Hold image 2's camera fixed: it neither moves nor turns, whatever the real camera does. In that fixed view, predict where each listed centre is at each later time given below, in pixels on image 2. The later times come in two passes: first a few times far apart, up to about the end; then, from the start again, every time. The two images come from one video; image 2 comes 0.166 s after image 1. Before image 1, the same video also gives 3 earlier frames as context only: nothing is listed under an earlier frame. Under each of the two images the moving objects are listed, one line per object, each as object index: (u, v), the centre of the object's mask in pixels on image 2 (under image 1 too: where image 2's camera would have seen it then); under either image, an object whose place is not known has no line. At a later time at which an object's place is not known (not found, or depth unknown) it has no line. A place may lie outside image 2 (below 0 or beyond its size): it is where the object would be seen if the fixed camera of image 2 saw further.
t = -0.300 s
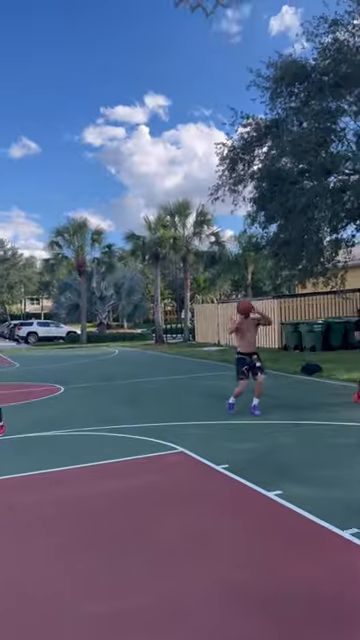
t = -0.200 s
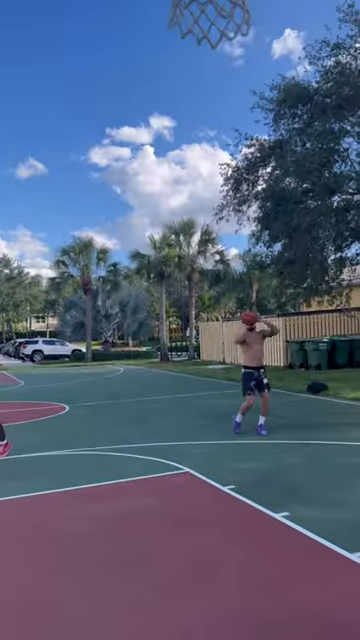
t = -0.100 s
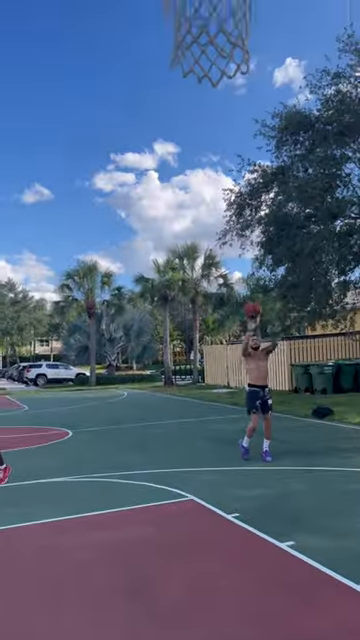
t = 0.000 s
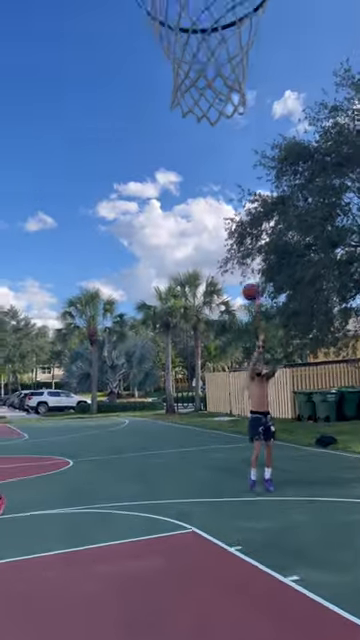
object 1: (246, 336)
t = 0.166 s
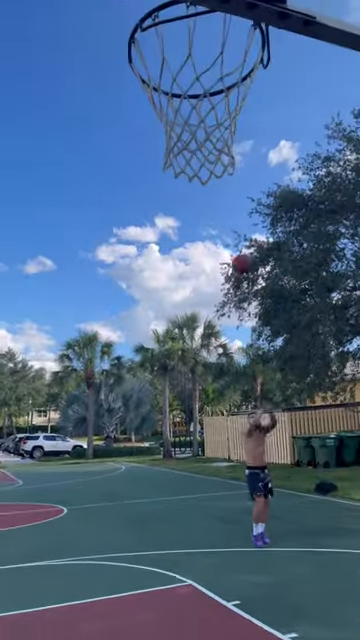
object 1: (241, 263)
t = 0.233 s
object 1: (240, 236)
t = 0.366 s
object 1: (240, 185)
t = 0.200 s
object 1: (241, 249)
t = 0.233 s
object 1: (240, 236)
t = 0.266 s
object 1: (239, 223)
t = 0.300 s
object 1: (239, 210)
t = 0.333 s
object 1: (240, 197)
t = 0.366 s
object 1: (240, 185)
